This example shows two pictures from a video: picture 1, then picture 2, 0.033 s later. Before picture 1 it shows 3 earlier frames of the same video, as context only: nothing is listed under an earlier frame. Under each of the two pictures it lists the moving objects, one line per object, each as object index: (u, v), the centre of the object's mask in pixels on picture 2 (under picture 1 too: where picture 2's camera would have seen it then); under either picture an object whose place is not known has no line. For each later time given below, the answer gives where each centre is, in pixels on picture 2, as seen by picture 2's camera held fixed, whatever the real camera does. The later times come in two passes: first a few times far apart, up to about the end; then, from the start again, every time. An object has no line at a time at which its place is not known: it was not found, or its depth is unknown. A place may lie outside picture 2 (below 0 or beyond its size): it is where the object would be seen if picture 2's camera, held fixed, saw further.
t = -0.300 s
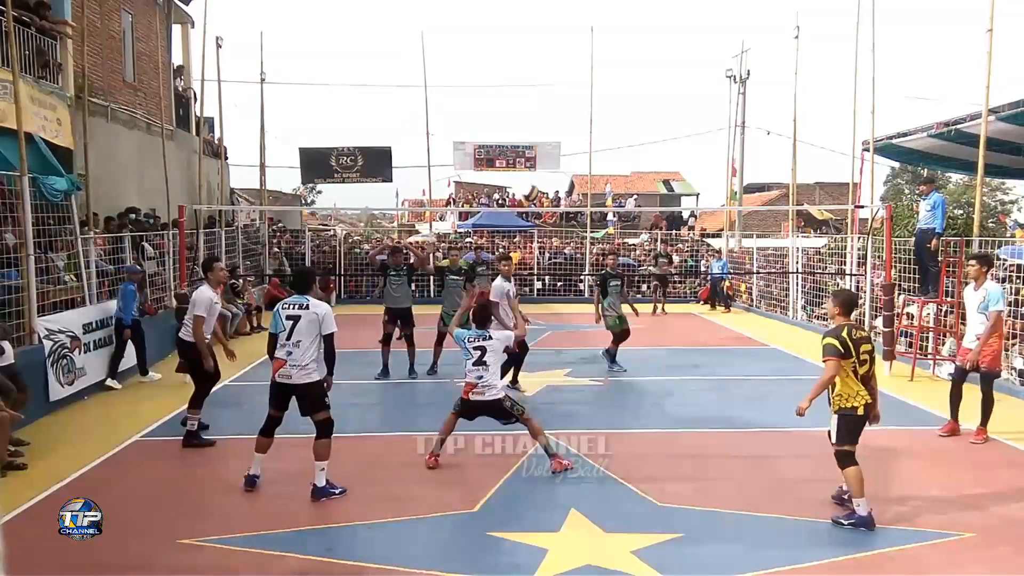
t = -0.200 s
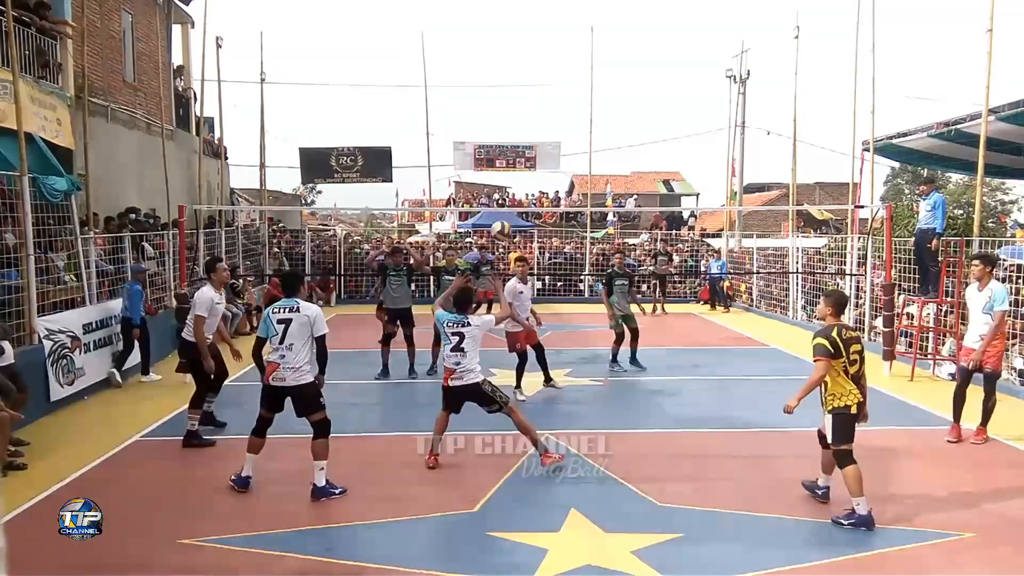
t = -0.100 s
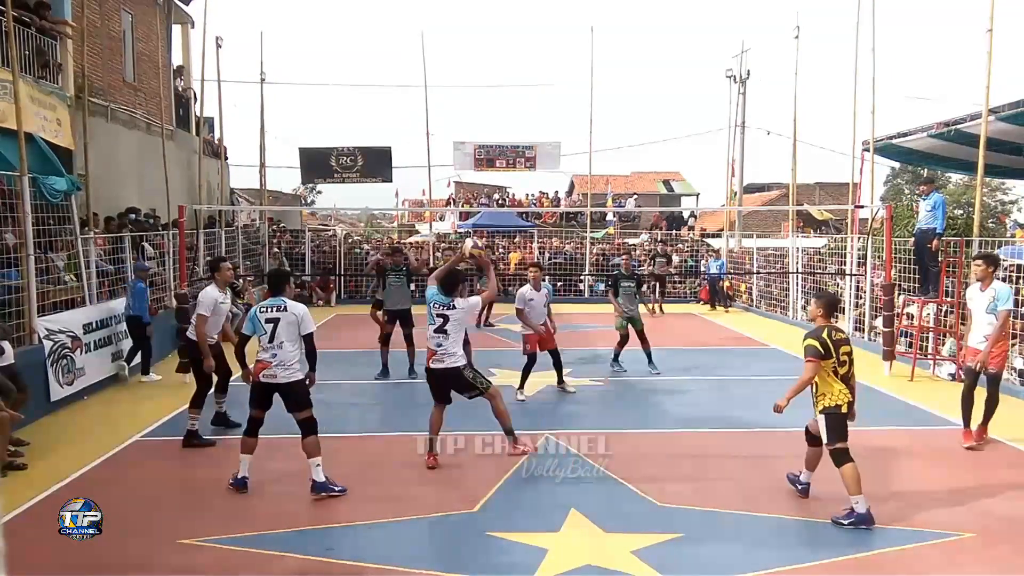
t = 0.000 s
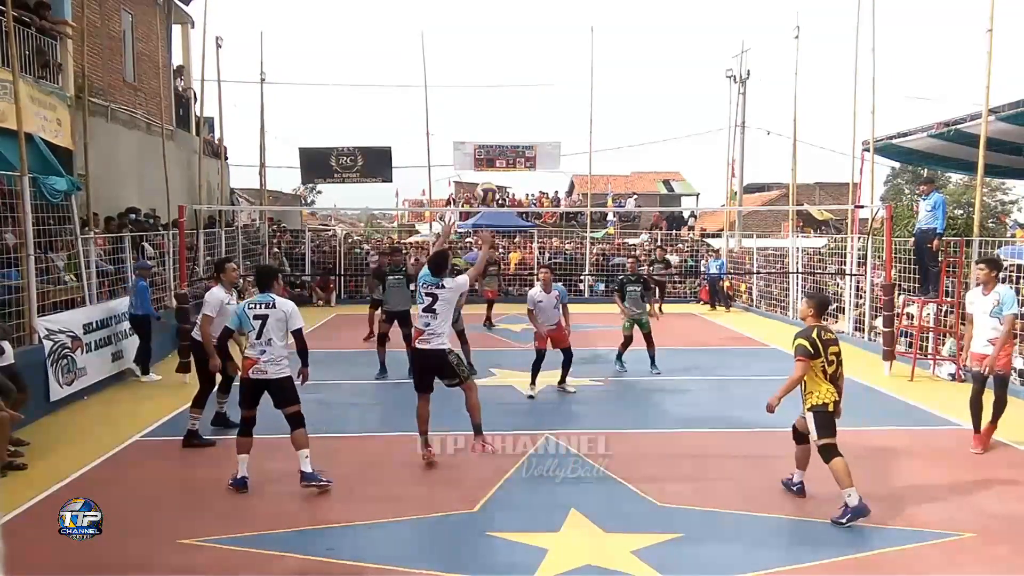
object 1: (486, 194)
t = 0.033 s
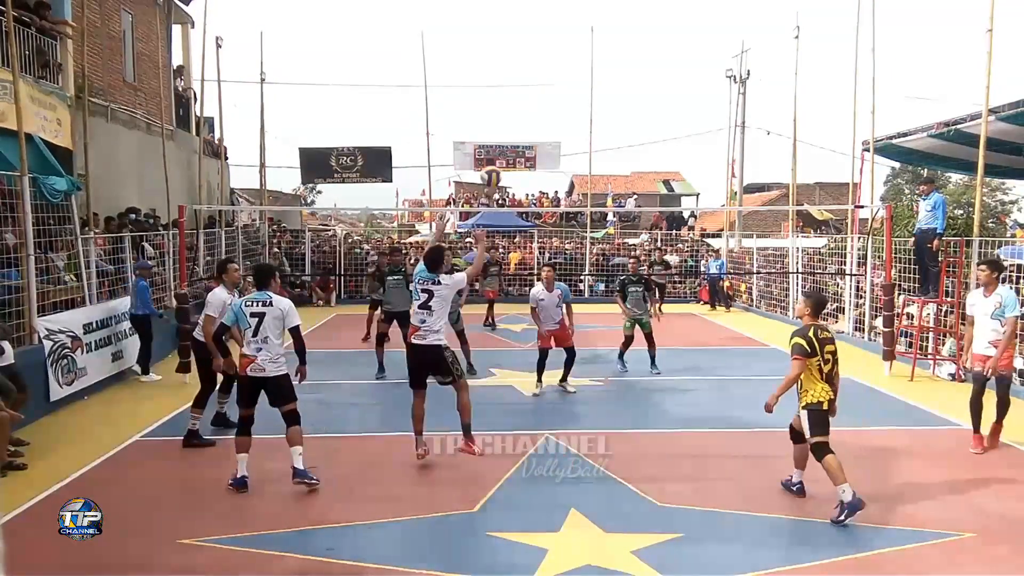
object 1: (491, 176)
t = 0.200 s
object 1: (512, 114)
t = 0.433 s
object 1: (537, 77)
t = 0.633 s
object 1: (556, 86)
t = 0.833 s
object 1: (572, 129)
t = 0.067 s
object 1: (495, 161)
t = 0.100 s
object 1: (499, 147)
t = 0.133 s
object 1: (503, 135)
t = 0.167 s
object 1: (507, 124)
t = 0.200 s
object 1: (512, 114)
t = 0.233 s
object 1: (516, 105)
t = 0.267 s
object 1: (519, 98)
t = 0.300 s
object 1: (523, 91)
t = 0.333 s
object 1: (527, 86)
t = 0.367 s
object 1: (530, 82)
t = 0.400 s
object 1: (533, 79)
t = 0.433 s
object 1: (537, 77)
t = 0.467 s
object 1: (540, 76)
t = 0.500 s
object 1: (543, 77)
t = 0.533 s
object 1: (546, 77)
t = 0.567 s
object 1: (550, 80)
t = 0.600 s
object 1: (553, 83)
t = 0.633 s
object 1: (556, 86)
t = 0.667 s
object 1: (559, 92)
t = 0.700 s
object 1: (562, 97)
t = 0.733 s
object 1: (564, 105)
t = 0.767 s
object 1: (567, 112)
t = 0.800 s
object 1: (570, 120)
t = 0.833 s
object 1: (572, 129)
